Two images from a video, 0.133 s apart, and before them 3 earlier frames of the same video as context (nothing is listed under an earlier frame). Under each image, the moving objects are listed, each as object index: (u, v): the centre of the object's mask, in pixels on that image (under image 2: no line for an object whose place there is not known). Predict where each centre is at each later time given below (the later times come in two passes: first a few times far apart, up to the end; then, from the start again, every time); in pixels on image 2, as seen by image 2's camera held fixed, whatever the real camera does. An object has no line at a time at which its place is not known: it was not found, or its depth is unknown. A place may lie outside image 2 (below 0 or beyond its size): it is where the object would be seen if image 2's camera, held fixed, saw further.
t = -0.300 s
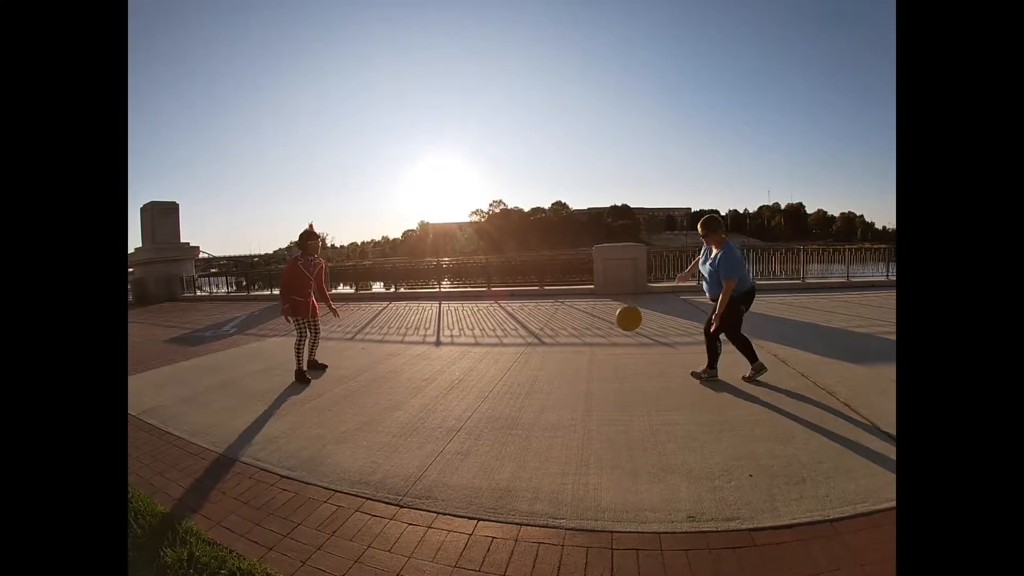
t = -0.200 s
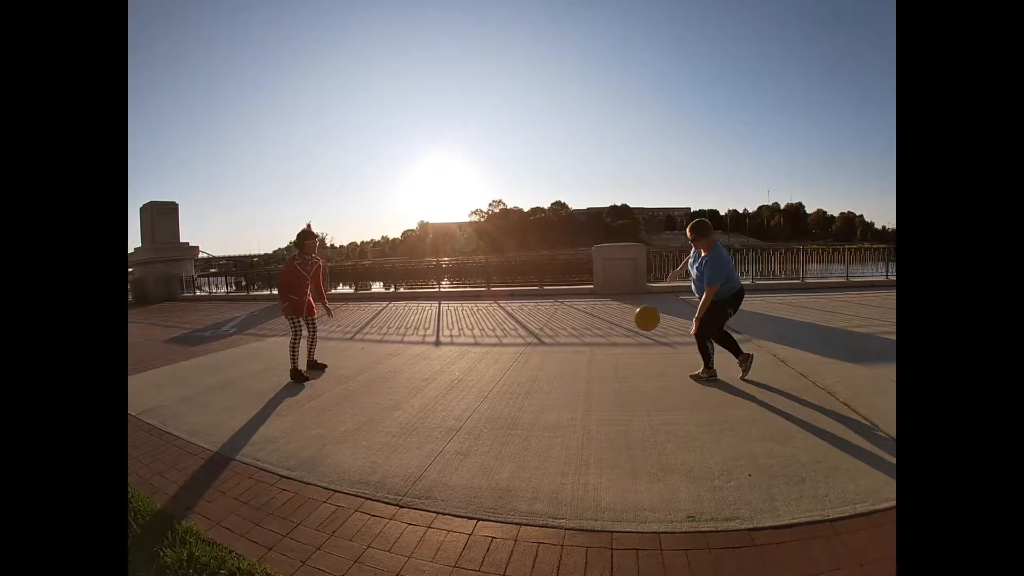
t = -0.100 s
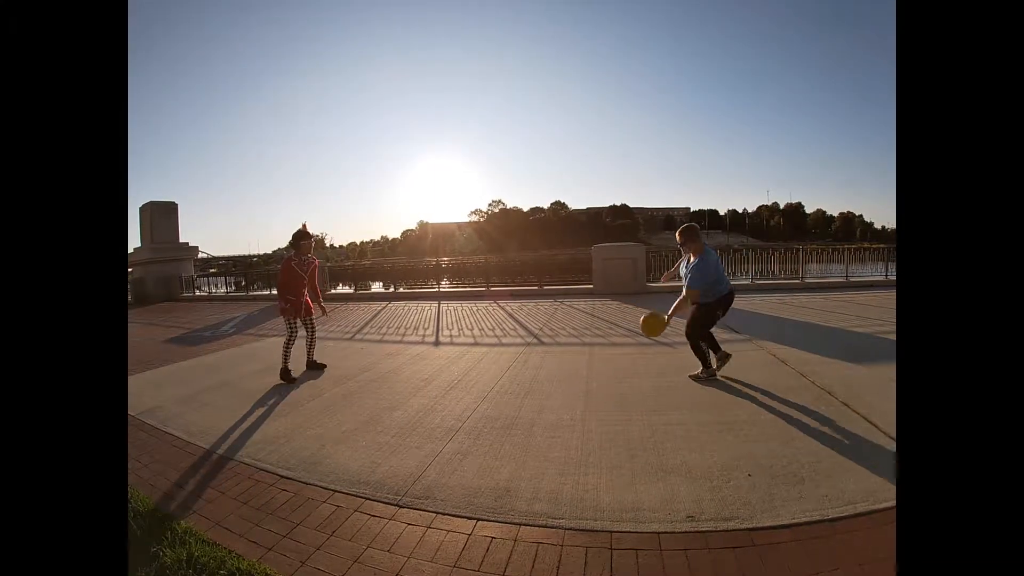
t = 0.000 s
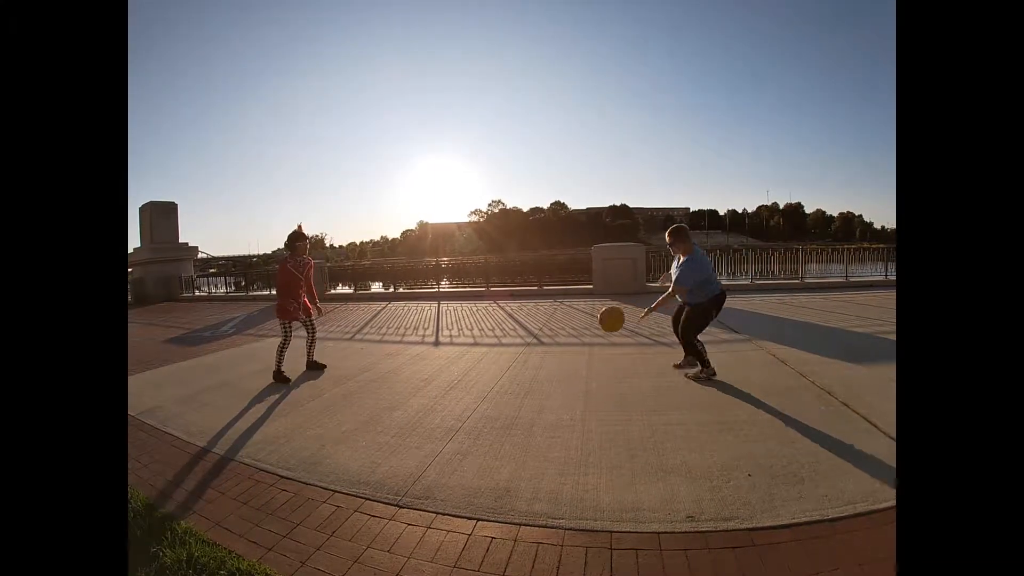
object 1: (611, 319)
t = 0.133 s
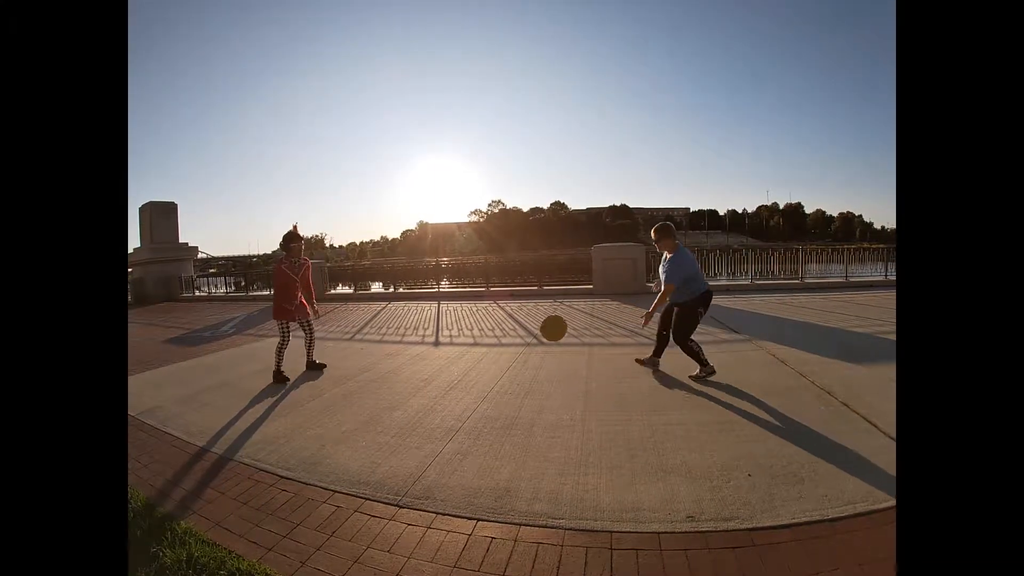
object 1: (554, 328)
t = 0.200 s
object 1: (524, 340)
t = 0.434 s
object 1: (437, 378)
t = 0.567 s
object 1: (399, 353)
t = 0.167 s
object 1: (539, 333)
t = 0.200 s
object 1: (524, 340)
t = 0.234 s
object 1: (510, 348)
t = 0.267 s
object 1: (496, 357)
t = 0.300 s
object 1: (482, 368)
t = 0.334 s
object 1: (469, 379)
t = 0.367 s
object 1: (456, 392)
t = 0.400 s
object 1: (446, 387)
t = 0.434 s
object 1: (437, 378)
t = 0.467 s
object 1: (427, 370)
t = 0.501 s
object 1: (418, 363)
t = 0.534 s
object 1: (408, 357)
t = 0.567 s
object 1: (399, 353)
